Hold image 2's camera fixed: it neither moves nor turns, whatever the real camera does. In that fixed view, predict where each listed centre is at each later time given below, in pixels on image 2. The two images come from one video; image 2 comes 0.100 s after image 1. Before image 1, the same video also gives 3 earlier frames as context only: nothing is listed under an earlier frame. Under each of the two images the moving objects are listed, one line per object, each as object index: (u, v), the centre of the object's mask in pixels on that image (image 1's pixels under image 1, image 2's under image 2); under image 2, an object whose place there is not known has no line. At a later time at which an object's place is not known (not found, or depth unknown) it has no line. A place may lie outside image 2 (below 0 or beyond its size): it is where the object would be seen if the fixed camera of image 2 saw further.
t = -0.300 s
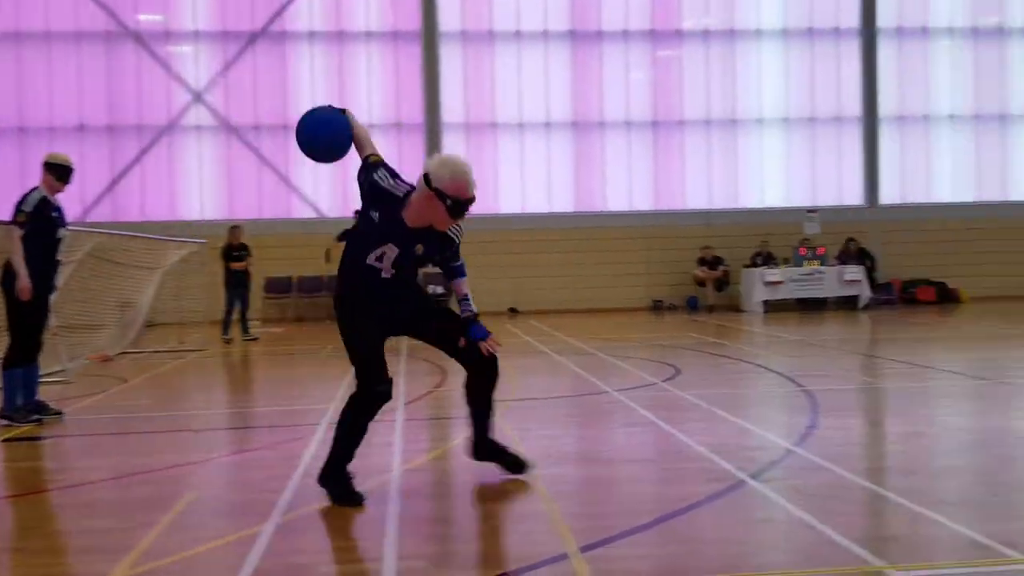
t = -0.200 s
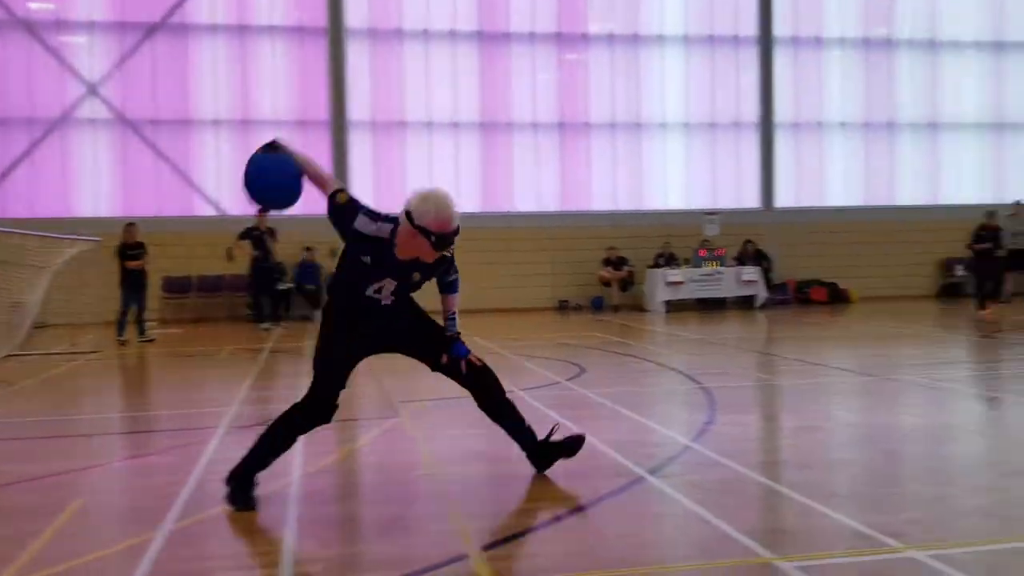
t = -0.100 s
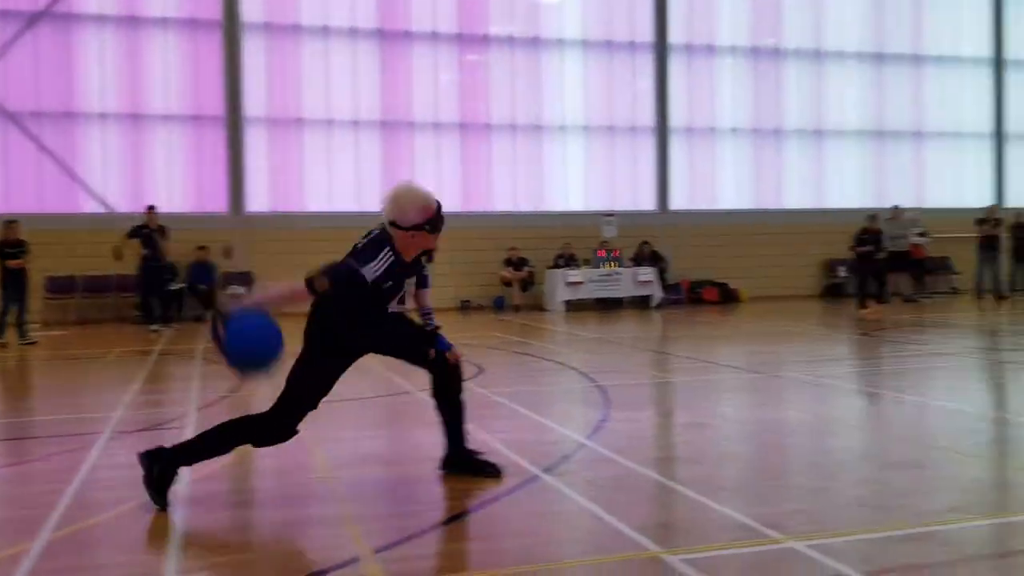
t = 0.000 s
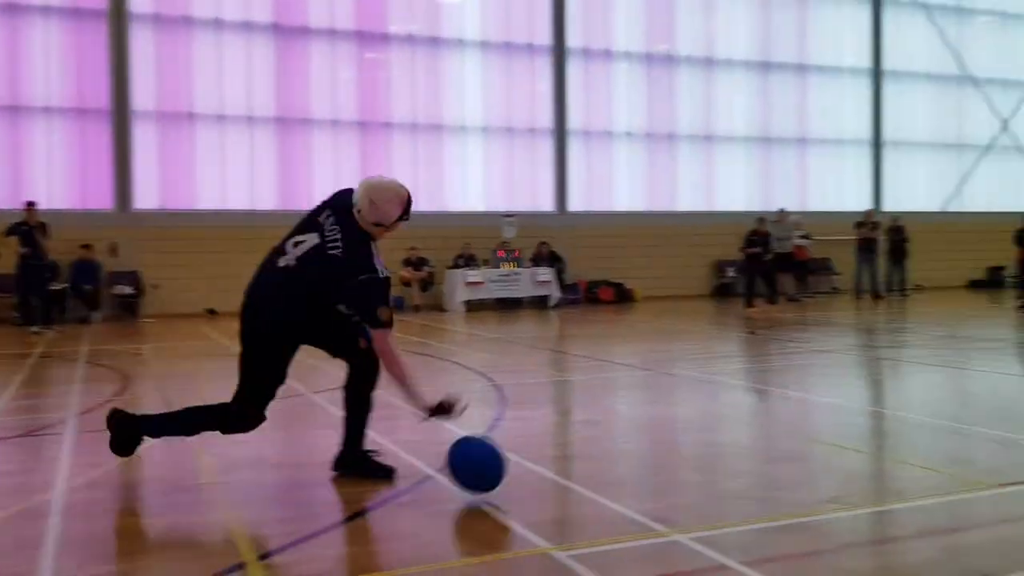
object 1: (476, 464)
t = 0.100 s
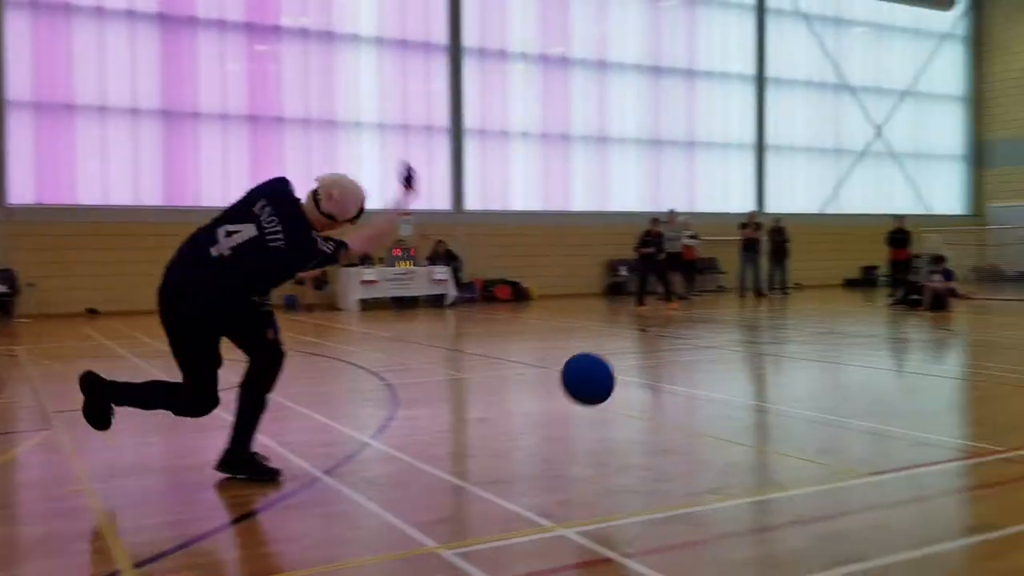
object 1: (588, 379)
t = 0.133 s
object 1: (652, 359)
